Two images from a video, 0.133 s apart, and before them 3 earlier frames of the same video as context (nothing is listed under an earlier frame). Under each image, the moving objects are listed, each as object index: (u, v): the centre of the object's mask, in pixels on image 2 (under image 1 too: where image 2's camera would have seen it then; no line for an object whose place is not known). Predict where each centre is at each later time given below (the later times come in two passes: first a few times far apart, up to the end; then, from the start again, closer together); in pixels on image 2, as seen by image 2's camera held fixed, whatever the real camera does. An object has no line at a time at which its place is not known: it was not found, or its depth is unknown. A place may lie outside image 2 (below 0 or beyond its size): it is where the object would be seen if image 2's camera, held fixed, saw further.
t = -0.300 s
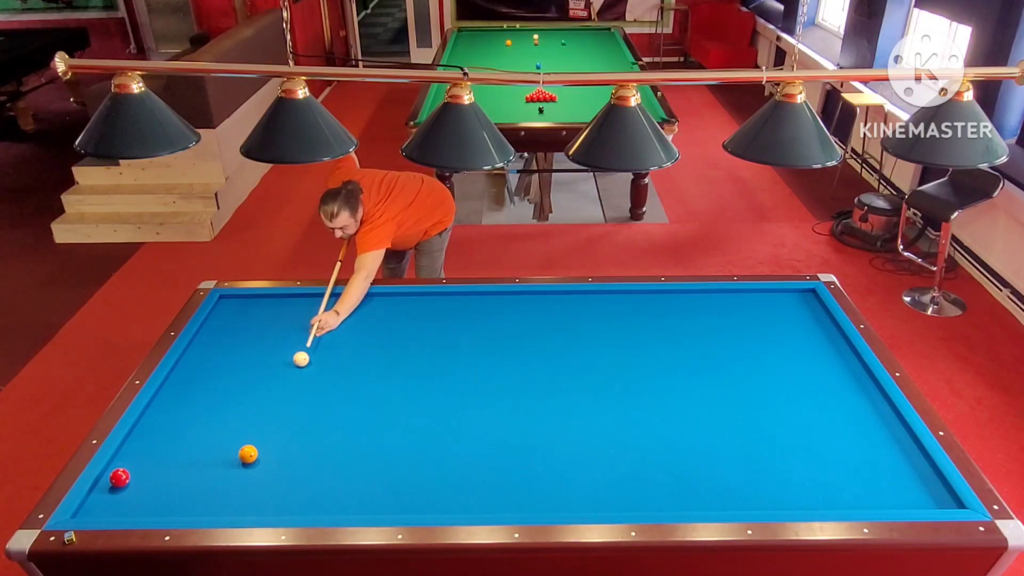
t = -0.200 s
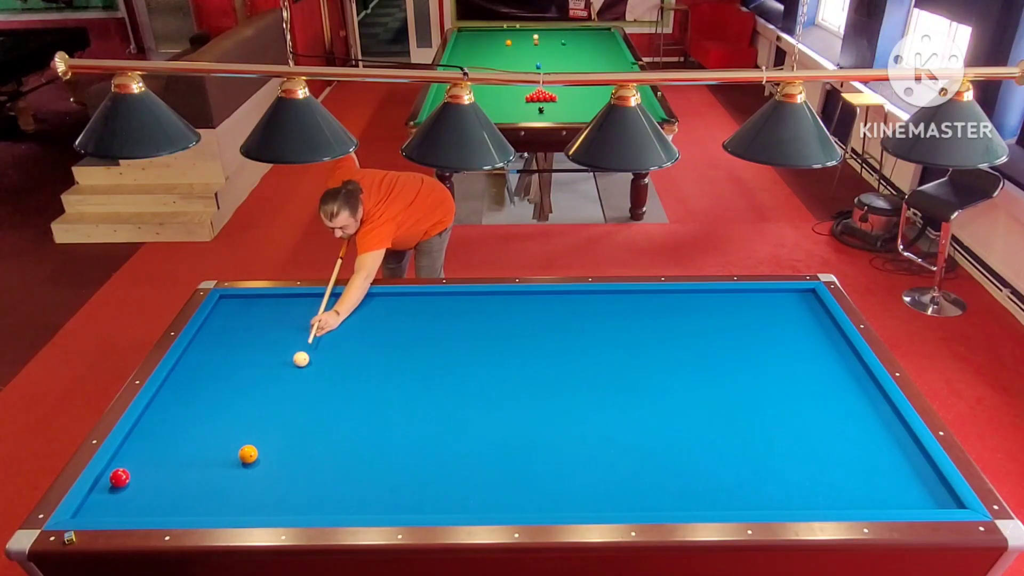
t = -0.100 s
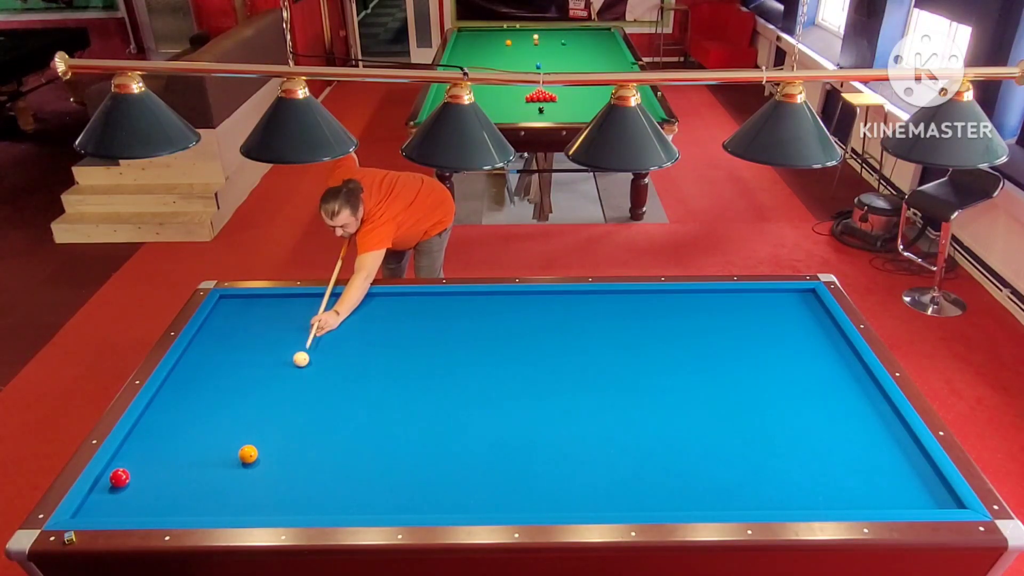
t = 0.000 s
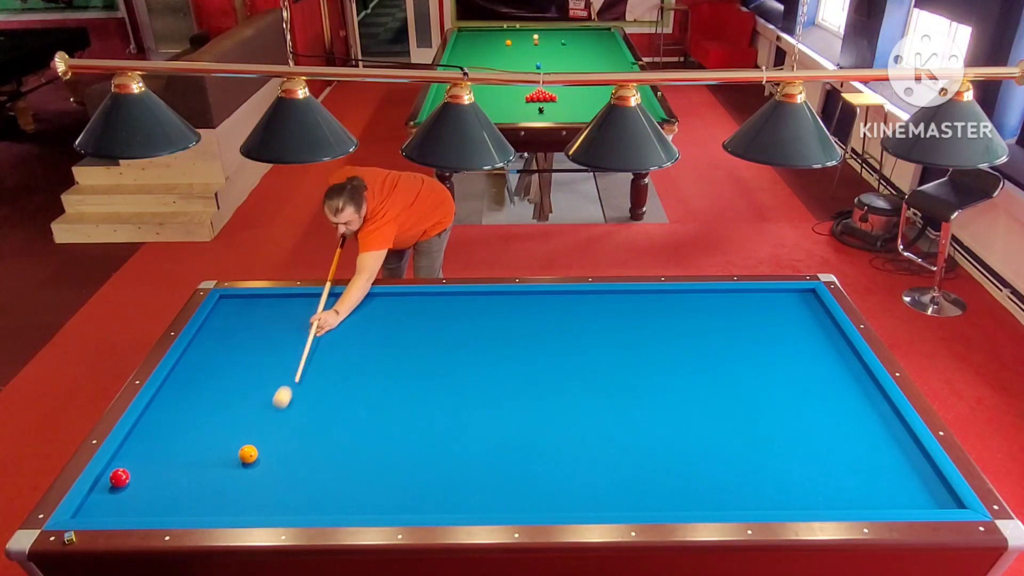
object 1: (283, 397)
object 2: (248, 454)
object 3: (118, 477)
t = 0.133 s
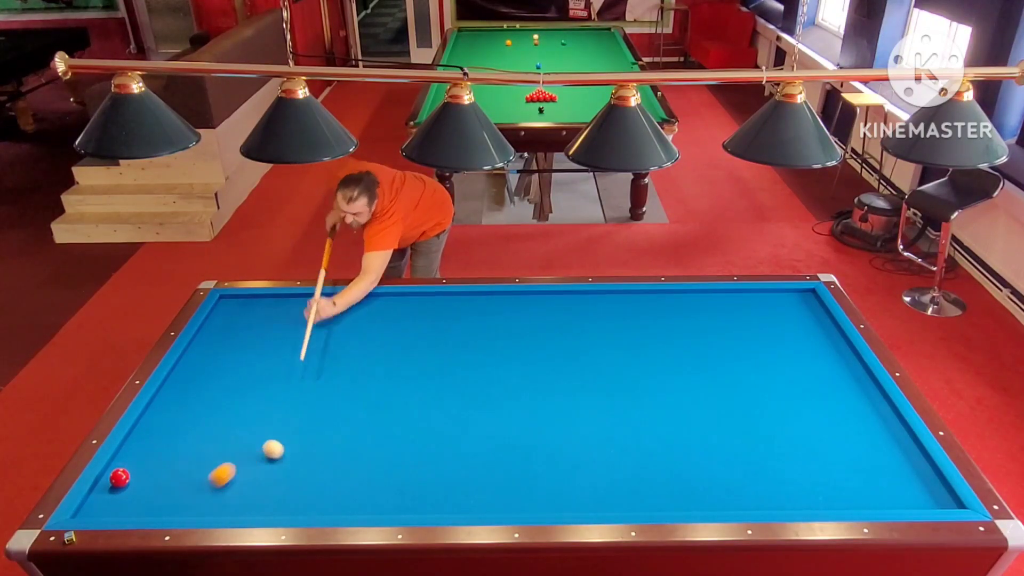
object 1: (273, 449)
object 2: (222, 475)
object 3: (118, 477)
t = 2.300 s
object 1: (807, 334)
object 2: (318, 352)
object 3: (118, 478)
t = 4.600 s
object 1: (594, 356)
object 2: (507, 494)
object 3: (118, 477)
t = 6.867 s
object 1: (348, 452)
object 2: (613, 422)
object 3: (118, 478)
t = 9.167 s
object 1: (136, 493)
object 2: (660, 389)
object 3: (118, 478)
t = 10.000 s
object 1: (102, 491)
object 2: (666, 385)
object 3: (115, 468)
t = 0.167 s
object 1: (282, 454)
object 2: (203, 490)
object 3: (118, 477)
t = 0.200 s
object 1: (290, 458)
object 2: (183, 506)
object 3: (118, 477)
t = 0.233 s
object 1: (299, 464)
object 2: (174, 506)
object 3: (118, 477)
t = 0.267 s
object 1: (307, 469)
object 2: (173, 495)
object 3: (118, 478)
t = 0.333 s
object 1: (322, 482)
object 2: (172, 474)
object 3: (118, 478)
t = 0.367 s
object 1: (328, 489)
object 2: (172, 464)
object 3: (118, 478)
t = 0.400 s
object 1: (336, 496)
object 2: (171, 455)
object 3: (118, 478)
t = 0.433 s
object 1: (342, 504)
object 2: (171, 447)
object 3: (118, 478)
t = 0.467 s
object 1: (351, 508)
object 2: (170, 439)
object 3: (118, 478)
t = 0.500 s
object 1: (363, 503)
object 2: (169, 432)
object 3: (118, 478)
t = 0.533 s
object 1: (375, 496)
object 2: (169, 425)
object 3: (118, 478)
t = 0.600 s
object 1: (398, 485)
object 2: (168, 412)
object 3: (118, 478)
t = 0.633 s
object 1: (409, 480)
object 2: (167, 406)
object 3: (118, 478)
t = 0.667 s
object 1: (420, 476)
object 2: (167, 400)
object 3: (118, 478)
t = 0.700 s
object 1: (430, 472)
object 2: (167, 394)
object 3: (118, 478)
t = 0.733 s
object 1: (441, 468)
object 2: (166, 388)
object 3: (118, 477)
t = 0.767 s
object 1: (451, 465)
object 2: (170, 382)
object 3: (118, 478)
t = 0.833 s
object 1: (471, 457)
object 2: (182, 372)
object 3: (118, 478)
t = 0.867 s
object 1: (481, 453)
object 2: (188, 367)
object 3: (118, 477)
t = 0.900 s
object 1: (490, 450)
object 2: (193, 362)
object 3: (118, 477)
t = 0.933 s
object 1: (500, 446)
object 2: (198, 358)
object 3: (118, 477)
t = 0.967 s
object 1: (509, 443)
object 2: (203, 353)
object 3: (118, 477)
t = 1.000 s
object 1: (519, 440)
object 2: (208, 349)
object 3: (118, 477)
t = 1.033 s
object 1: (528, 436)
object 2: (213, 344)
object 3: (118, 477)
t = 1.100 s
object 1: (546, 429)
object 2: (222, 336)
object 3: (118, 477)
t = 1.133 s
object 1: (555, 427)
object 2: (227, 332)
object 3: (118, 477)
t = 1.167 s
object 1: (563, 423)
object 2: (231, 328)
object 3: (118, 477)
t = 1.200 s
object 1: (572, 420)
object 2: (235, 324)
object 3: (118, 477)
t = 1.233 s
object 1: (581, 417)
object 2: (240, 320)
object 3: (118, 477)
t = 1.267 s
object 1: (589, 414)
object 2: (244, 316)
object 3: (118, 477)
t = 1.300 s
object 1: (597, 411)
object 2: (248, 312)
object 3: (118, 477)
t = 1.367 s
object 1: (614, 404)
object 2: (256, 305)
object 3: (118, 477)
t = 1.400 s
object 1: (622, 402)
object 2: (260, 301)
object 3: (118, 477)
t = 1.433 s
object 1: (630, 399)
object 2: (264, 297)
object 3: (118, 477)
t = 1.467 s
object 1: (638, 396)
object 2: (265, 299)
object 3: (118, 477)
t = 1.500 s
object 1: (646, 393)
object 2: (267, 302)
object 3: (118, 477)
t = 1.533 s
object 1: (653, 390)
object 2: (269, 305)
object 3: (118, 477)
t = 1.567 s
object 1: (661, 388)
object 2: (271, 307)
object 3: (118, 478)
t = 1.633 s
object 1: (676, 382)
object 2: (275, 312)
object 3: (118, 477)
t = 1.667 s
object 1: (683, 379)
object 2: (277, 314)
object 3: (118, 477)
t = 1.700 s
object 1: (690, 377)
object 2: (279, 315)
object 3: (118, 477)
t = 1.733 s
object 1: (697, 374)
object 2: (281, 317)
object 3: (118, 477)
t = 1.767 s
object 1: (704, 371)
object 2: (283, 319)
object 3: (118, 477)
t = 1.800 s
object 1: (711, 369)
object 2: (285, 321)
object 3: (118, 478)
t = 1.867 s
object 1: (725, 364)
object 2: (289, 325)
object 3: (118, 477)
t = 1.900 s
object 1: (732, 361)
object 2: (291, 327)
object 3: (118, 478)
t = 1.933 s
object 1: (738, 359)
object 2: (294, 329)
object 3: (118, 478)
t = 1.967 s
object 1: (745, 356)
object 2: (296, 331)
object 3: (118, 478)
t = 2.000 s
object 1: (751, 354)
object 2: (298, 333)
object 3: (118, 478)
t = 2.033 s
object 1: (758, 352)
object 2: (300, 336)
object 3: (118, 478)
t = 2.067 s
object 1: (764, 350)
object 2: (302, 337)
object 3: (118, 478)
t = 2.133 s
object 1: (777, 345)
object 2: (307, 342)
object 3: (118, 478)
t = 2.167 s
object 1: (783, 343)
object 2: (309, 344)
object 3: (118, 478)
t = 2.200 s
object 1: (789, 340)
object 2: (311, 346)
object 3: (118, 478)
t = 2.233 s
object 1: (795, 338)
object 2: (314, 348)
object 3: (118, 478)
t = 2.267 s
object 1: (801, 336)
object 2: (316, 350)
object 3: (118, 478)
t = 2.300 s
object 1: (807, 334)
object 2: (318, 352)
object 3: (118, 478)
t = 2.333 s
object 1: (813, 332)
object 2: (321, 354)
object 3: (118, 478)
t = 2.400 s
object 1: (825, 328)
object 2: (325, 359)
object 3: (118, 478)
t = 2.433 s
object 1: (830, 325)
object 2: (328, 361)
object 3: (118, 478)
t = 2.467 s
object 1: (830, 323)
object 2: (330, 363)
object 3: (118, 478)
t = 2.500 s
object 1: (823, 321)
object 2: (332, 366)
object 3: (118, 478)
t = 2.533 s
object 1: (816, 318)
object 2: (335, 368)
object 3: (118, 478)
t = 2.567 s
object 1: (809, 316)
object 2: (337, 370)
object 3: (118, 478)
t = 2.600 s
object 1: (803, 314)
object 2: (340, 372)
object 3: (118, 478)
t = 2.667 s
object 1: (793, 309)
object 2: (345, 377)
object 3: (118, 478)
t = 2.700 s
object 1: (788, 307)
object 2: (347, 379)
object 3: (118, 478)
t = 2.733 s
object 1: (782, 305)
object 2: (350, 382)
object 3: (118, 478)
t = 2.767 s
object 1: (778, 303)
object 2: (352, 384)
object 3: (118, 478)
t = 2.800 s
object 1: (773, 301)
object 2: (354, 387)
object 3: (118, 477)
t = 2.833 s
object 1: (768, 298)
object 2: (357, 389)
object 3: (118, 477)
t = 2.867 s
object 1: (763, 296)
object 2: (360, 391)
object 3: (118, 477)
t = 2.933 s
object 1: (754, 292)
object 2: (365, 396)
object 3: (118, 477)
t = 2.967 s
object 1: (751, 293)
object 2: (367, 399)
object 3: (118, 477)
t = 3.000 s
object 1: (748, 295)
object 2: (370, 401)
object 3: (118, 478)
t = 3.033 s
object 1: (745, 296)
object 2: (373, 404)
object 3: (118, 478)
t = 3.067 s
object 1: (742, 297)
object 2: (375, 406)
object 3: (118, 477)
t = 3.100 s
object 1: (739, 298)
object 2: (378, 409)
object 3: (118, 477)
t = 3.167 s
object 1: (733, 301)
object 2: (383, 414)
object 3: (118, 478)
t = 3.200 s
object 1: (730, 302)
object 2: (386, 416)
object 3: (118, 478)
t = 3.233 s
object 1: (727, 303)
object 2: (389, 419)
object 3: (118, 477)
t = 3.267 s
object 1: (724, 305)
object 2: (391, 421)
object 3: (118, 477)
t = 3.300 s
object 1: (721, 306)
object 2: (394, 424)
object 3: (118, 477)
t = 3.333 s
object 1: (718, 307)
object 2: (397, 427)
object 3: (118, 477)
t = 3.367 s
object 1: (714, 308)
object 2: (400, 429)
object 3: (118, 477)
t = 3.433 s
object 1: (708, 311)
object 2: (406, 435)
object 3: (118, 478)
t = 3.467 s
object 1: (705, 312)
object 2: (408, 437)
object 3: (118, 477)
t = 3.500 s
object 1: (702, 313)
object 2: (411, 440)
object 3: (118, 477)
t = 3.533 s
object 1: (699, 314)
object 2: (414, 443)
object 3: (118, 477)
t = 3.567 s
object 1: (696, 316)
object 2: (417, 446)
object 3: (118, 477)
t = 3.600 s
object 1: (693, 317)
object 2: (420, 448)
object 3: (118, 477)
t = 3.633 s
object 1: (689, 318)
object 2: (423, 451)
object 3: (118, 477)
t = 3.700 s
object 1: (683, 321)
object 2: (429, 457)
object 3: (118, 477)
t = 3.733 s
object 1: (680, 322)
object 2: (432, 459)
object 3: (118, 477)
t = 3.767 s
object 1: (677, 323)
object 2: (435, 462)
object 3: (118, 477)
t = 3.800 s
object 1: (673, 324)
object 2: (438, 465)
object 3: (118, 478)
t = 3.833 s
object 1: (670, 326)
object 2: (441, 468)
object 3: (118, 478)
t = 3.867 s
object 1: (667, 327)
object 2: (445, 471)
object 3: (118, 478)
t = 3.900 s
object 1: (664, 328)
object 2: (448, 474)
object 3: (118, 478)
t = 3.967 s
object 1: (657, 331)
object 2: (454, 480)
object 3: (118, 478)
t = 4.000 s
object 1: (654, 332)
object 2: (457, 483)
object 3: (118, 478)
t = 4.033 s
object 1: (651, 334)
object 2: (461, 485)
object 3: (118, 478)
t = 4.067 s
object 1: (648, 335)
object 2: (464, 488)
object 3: (118, 478)
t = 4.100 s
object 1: (644, 336)
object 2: (467, 492)
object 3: (118, 478)
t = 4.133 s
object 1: (641, 337)
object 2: (470, 494)
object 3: (118, 478)
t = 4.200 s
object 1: (634, 340)
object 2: (477, 501)
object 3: (118, 478)
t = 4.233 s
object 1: (631, 341)
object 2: (481, 503)
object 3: (118, 478)
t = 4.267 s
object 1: (628, 343)
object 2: (484, 506)
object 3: (118, 478)
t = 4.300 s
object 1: (625, 344)
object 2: (487, 507)
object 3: (118, 478)
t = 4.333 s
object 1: (621, 345)
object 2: (490, 506)
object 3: (118, 478)
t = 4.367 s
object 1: (618, 346)
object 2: (491, 504)
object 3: (118, 478)
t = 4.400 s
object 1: (614, 348)
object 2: (494, 503)
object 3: (118, 478)
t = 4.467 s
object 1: (608, 351)
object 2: (498, 500)
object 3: (118, 478)
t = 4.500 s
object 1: (604, 352)
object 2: (501, 498)
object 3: (118, 478)
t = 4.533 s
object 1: (601, 353)
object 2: (503, 496)
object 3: (118, 478)
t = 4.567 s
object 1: (598, 354)
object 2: (505, 495)
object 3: (118, 477)
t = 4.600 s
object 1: (594, 356)
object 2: (507, 494)
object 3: (118, 477)
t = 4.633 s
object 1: (591, 357)
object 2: (509, 492)
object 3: (118, 477)
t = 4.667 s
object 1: (587, 359)
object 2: (512, 491)
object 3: (118, 477)
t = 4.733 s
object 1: (581, 361)
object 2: (516, 488)
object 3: (118, 477)
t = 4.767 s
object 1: (577, 363)
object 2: (518, 486)
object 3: (118, 477)
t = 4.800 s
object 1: (574, 364)
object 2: (520, 485)
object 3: (118, 477)
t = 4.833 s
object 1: (570, 366)
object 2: (522, 484)
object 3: (118, 477)
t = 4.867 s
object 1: (567, 367)
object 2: (524, 482)
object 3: (118, 478)
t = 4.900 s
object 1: (563, 368)
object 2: (526, 481)
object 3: (118, 478)
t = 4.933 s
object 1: (560, 369)
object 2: (528, 480)
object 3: (118, 478)
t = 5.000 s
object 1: (553, 372)
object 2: (532, 477)
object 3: (118, 478)
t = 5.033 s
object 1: (549, 374)
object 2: (534, 476)
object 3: (118, 478)
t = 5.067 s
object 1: (546, 375)
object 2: (536, 474)
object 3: (118, 478)
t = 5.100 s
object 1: (542, 376)
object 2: (537, 473)
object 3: (118, 478)
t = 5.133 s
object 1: (539, 378)
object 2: (539, 472)
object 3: (118, 478)
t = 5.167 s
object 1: (535, 379)
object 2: (541, 471)
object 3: (118, 478)
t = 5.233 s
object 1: (528, 382)
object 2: (545, 468)
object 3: (118, 478)
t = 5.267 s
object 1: (525, 383)
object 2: (546, 467)
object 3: (118, 478)
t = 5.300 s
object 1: (521, 384)
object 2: (548, 466)
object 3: (118, 478)
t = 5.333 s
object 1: (518, 386)
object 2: (550, 465)
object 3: (118, 478)
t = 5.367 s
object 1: (514, 387)
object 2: (552, 463)
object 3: (118, 478)
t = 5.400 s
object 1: (510, 389)
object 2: (553, 462)
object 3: (118, 478)
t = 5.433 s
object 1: (507, 390)
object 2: (555, 461)
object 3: (118, 478)
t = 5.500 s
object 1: (500, 393)
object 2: (558, 459)
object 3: (118, 478)
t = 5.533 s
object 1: (496, 394)
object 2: (560, 458)
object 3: (118, 478)
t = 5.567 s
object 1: (492, 396)
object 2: (562, 457)
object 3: (118, 478)
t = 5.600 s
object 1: (489, 397)
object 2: (563, 456)
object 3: (118, 478)
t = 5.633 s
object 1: (485, 399)
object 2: (565, 454)
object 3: (118, 478)
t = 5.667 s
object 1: (481, 400)
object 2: (566, 453)
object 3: (118, 478)
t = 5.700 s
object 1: (478, 401)
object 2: (568, 452)
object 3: (118, 478)
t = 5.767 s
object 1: (471, 404)
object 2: (571, 450)
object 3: (118, 478)
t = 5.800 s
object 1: (467, 406)
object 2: (573, 449)
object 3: (118, 478)
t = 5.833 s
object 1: (463, 407)
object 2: (574, 448)
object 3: (118, 478)
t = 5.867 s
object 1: (459, 409)
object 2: (576, 447)
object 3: (118, 478)
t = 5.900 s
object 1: (456, 410)
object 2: (577, 446)
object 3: (118, 478)
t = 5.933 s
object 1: (452, 411)
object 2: (579, 445)
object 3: (118, 478)
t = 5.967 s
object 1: (449, 413)
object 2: (580, 444)
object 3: (118, 478)
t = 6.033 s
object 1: (441, 416)
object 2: (583, 442)
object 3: (118, 477)
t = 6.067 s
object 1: (437, 417)
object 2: (584, 441)
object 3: (118, 477)
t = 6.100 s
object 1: (434, 419)
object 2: (585, 441)
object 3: (118, 477)
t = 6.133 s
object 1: (430, 420)
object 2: (587, 440)
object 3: (118, 477)
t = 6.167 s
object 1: (426, 422)
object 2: (588, 439)
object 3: (118, 478)
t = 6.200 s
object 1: (423, 423)
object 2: (589, 438)
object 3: (118, 478)
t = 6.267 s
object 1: (415, 426)
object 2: (592, 436)
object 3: (118, 477)
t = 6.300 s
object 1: (411, 428)
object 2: (593, 435)
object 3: (118, 478)
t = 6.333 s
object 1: (408, 429)
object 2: (595, 434)
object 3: (118, 478)
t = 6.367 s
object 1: (404, 431)
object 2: (596, 434)
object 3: (118, 478)
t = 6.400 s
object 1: (400, 432)
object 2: (597, 433)
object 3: (118, 478)
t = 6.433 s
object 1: (397, 433)
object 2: (598, 432)
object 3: (118, 478)
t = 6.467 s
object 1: (393, 435)
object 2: (600, 431)
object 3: (118, 478)
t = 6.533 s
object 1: (385, 438)
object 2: (602, 429)
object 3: (118, 477)
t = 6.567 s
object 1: (382, 439)
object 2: (603, 429)
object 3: (118, 477)
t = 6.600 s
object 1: (378, 441)
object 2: (604, 428)
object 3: (118, 477)
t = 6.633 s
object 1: (374, 442)
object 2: (606, 427)
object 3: (118, 477)
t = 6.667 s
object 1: (370, 444)
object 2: (607, 426)
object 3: (118, 477)
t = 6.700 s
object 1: (367, 445)
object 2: (608, 425)
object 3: (118, 478)
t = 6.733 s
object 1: (363, 447)
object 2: (609, 425)
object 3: (118, 478)
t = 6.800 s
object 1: (355, 450)
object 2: (611, 423)
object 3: (118, 478)
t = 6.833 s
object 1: (351, 451)
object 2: (612, 422)
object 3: (118, 478)
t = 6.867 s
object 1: (348, 452)
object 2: (613, 422)
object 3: (118, 478)
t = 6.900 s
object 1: (344, 454)
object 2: (614, 421)
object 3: (118, 478)
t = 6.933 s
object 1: (340, 455)
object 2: (615, 420)
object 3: (118, 478)
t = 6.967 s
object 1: (336, 457)
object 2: (616, 419)
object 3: (118, 478)
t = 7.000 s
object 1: (332, 459)
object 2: (617, 419)
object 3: (118, 478)
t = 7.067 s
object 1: (325, 461)
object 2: (619, 417)
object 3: (118, 477)
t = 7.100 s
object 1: (321, 463)
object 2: (620, 417)
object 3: (118, 477)
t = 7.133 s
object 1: (318, 464)
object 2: (621, 416)
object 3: (118, 478)
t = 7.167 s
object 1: (313, 466)
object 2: (622, 415)
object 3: (118, 478)
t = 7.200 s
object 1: (310, 467)
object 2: (623, 415)
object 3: (118, 478)
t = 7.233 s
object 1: (306, 469)
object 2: (624, 414)
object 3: (118, 478)
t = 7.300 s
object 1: (298, 472)
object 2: (626, 413)
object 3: (118, 478)
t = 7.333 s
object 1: (294, 473)
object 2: (627, 412)
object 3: (118, 478)
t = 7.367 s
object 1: (291, 475)
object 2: (628, 411)
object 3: (118, 477)
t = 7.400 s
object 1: (287, 476)
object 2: (629, 411)
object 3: (118, 477)
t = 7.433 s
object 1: (283, 478)
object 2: (630, 410)
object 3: (118, 478)
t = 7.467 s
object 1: (279, 479)
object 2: (630, 410)
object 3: (118, 478)
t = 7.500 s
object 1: (275, 481)
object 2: (632, 409)
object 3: (118, 477)
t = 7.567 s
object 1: (267, 484)
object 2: (633, 408)
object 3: (118, 477)
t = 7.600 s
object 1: (264, 485)
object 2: (634, 408)
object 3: (118, 478)
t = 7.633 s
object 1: (260, 486)
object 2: (635, 407)
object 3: (118, 477)
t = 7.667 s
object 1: (256, 488)
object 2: (636, 406)
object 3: (118, 477)
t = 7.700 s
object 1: (252, 489)
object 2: (636, 406)
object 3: (118, 477)
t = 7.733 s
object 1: (248, 491)
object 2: (637, 405)
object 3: (118, 477)
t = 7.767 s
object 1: (245, 492)
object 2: (638, 405)
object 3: (118, 477)
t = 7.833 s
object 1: (237, 495)
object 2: (639, 404)
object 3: (118, 477)
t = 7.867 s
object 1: (233, 497)
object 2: (640, 403)
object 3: (118, 477)
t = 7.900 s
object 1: (229, 498)
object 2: (641, 403)
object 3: (118, 477)
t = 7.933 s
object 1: (225, 499)
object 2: (642, 403)
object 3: (118, 477)
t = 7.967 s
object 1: (221, 501)
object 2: (643, 402)
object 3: (118, 477)
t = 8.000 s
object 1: (218, 503)
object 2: (643, 402)
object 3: (118, 477)
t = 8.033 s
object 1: (213, 504)
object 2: (644, 401)
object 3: (118, 477)
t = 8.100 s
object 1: (206, 507)
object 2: (645, 400)
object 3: (118, 477)
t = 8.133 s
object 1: (202, 508)
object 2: (646, 400)
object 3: (118, 478)
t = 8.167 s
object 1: (198, 508)
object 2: (646, 399)
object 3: (118, 478)
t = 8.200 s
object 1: (195, 510)
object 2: (647, 399)
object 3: (118, 477)
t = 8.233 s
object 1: (192, 510)
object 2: (648, 399)
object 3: (118, 477)
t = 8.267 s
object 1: (190, 509)
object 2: (648, 398)
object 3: (118, 477)
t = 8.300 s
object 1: (188, 508)
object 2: (649, 398)
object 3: (118, 477)
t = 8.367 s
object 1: (183, 508)
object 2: (650, 397)
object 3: (118, 477)
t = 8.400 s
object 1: (181, 507)
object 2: (651, 396)
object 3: (118, 478)
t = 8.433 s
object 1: (179, 507)
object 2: (651, 396)
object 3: (118, 477)
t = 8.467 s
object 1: (177, 506)
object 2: (651, 396)
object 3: (118, 477)
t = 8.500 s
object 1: (174, 505)
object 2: (652, 395)
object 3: (118, 478)
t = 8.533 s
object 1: (172, 505)
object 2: (652, 395)
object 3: (118, 478)
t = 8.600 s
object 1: (168, 503)
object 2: (653, 394)
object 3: (118, 478)
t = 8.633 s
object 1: (166, 503)
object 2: (654, 394)
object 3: (118, 478)
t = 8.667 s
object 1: (164, 502)
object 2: (654, 394)
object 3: (118, 478)
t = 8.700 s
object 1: (162, 501)
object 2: (654, 393)
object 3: (118, 478)
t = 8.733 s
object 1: (160, 501)
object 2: (655, 393)
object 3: (118, 478)
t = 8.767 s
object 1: (158, 500)
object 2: (655, 392)
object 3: (118, 478)
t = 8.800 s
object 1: (156, 499)
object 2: (656, 392)
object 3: (118, 478)
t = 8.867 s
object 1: (153, 498)
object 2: (656, 391)
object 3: (118, 477)
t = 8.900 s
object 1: (151, 498)
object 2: (657, 391)
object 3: (118, 477)
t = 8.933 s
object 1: (149, 497)
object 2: (657, 391)
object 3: (118, 477)
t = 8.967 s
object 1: (147, 496)
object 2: (658, 391)
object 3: (118, 477)
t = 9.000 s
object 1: (145, 496)
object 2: (658, 390)
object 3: (118, 478)
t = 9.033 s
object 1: (143, 495)
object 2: (658, 390)
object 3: (118, 478)
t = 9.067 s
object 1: (141, 494)
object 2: (659, 390)
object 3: (118, 478)
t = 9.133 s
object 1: (138, 493)
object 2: (659, 389)
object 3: (118, 478)
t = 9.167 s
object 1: (136, 493)
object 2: (660, 389)
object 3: (118, 478)
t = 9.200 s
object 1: (134, 492)
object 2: (660, 389)
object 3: (118, 478)
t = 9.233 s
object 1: (133, 492)
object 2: (660, 389)
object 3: (118, 477)
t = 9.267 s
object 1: (131, 491)
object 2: (661, 388)
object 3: (119, 477)
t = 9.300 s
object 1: (129, 491)
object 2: (661, 388)
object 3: (119, 477)
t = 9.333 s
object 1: (127, 490)
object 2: (661, 388)
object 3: (119, 477)
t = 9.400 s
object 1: (124, 489)
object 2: (662, 388)
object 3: (119, 476)
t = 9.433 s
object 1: (123, 488)
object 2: (662, 388)
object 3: (119, 475)
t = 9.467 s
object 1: (121, 489)
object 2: (662, 387)
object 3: (119, 475)
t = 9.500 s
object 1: (120, 489)
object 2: (663, 387)
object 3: (118, 474)
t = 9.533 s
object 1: (118, 489)
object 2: (663, 387)
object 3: (118, 474)
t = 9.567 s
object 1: (117, 489)
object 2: (663, 387)
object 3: (118, 474)
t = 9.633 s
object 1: (115, 490)
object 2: (664, 387)
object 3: (118, 473)
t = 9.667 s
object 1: (113, 490)
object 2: (664, 386)
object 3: (118, 473)
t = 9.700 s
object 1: (112, 490)
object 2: (664, 386)
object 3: (117, 472)
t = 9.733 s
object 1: (111, 490)
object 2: (664, 386)
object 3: (117, 472)
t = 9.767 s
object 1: (110, 490)
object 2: (665, 386)
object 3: (117, 472)
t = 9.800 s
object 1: (109, 490)
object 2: (665, 386)
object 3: (116, 471)
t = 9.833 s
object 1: (108, 491)
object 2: (665, 386)
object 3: (116, 471)
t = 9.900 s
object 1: (106, 491)
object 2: (665, 386)
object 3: (116, 469)
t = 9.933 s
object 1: (105, 491)
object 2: (666, 385)
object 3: (116, 469)
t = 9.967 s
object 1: (104, 491)
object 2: (666, 385)
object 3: (115, 468)
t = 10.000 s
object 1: (102, 491)
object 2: (666, 385)
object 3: (115, 468)
